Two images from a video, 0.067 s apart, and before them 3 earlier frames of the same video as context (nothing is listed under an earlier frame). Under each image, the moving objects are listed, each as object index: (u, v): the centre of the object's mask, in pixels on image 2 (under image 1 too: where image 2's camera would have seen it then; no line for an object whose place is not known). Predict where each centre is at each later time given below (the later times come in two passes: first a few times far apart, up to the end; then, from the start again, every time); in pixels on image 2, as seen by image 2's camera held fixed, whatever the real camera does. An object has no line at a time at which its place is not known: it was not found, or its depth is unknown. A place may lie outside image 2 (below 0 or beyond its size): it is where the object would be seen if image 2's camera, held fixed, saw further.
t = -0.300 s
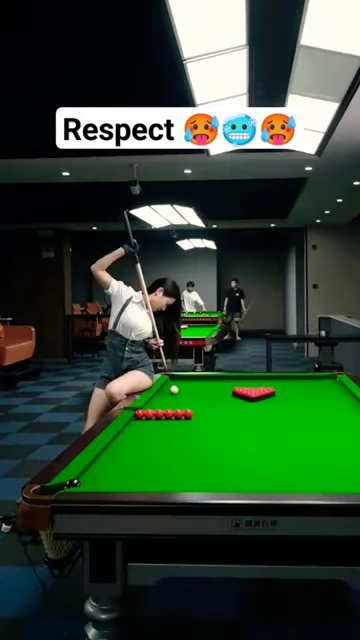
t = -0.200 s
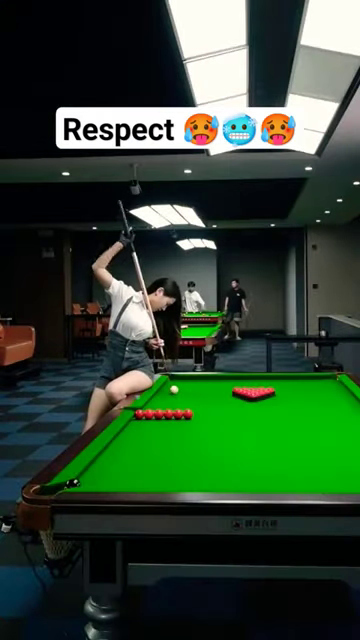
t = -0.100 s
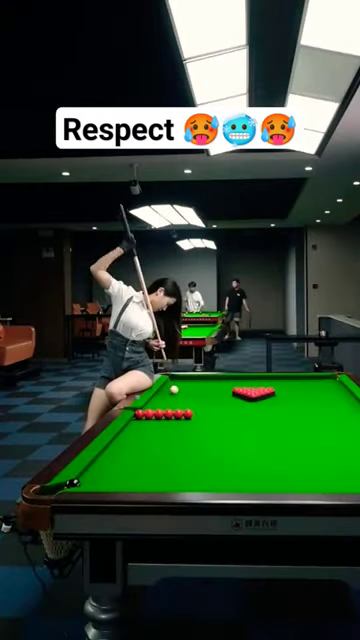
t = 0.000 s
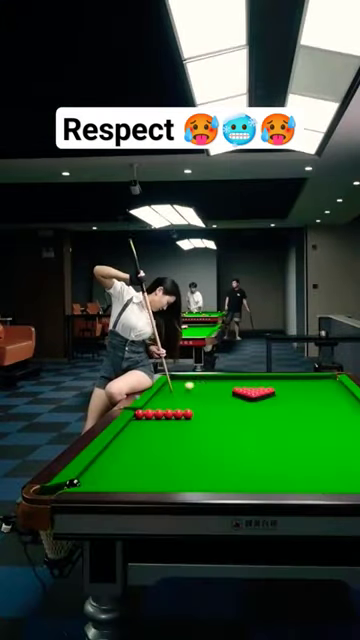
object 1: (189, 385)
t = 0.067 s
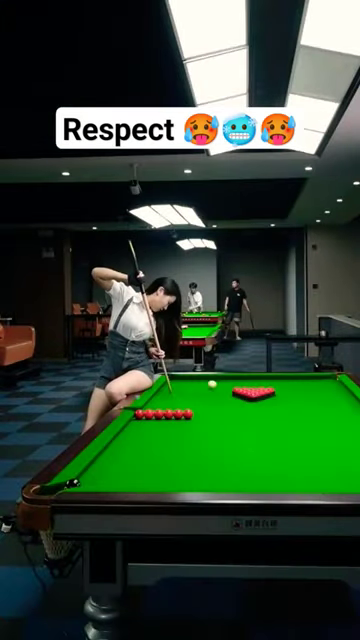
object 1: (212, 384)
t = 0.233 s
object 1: (256, 377)
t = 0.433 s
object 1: (283, 382)
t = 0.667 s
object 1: (301, 389)
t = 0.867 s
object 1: (304, 395)
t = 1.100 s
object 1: (294, 400)
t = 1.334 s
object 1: (283, 404)
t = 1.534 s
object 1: (272, 409)
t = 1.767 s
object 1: (260, 413)
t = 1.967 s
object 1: (249, 418)
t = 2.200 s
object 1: (235, 424)
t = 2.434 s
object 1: (221, 429)
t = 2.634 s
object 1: (207, 435)
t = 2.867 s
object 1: (192, 441)
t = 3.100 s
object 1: (175, 447)
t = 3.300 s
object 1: (161, 453)
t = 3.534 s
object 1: (144, 459)
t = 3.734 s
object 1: (128, 465)
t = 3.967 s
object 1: (110, 472)
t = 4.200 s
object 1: (92, 478)
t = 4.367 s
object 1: (84, 480)
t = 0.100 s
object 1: (222, 382)
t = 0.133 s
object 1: (231, 381)
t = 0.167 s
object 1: (240, 379)
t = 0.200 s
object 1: (248, 378)
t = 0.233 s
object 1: (256, 377)
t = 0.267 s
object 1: (262, 376)
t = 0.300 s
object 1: (267, 377)
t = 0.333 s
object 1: (271, 379)
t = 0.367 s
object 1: (275, 379)
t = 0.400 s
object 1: (280, 381)
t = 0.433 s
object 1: (283, 382)
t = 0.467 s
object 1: (287, 383)
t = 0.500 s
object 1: (290, 384)
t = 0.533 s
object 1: (293, 385)
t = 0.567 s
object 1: (295, 386)
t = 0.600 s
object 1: (297, 388)
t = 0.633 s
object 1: (299, 389)
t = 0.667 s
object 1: (301, 389)
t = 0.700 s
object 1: (303, 390)
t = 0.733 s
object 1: (303, 391)
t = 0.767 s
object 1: (304, 392)
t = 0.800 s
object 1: (304, 393)
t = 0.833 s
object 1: (304, 394)
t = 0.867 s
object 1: (304, 395)
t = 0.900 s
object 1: (303, 395)
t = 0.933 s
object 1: (302, 396)
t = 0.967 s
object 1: (300, 397)
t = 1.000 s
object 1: (299, 397)
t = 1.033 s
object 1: (297, 398)
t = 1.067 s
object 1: (296, 399)
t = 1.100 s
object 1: (294, 400)
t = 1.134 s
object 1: (292, 400)
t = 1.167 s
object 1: (291, 401)
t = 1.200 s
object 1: (289, 401)
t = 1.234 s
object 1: (288, 402)
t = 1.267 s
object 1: (286, 403)
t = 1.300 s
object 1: (285, 404)
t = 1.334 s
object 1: (283, 404)
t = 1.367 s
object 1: (281, 405)
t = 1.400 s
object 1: (279, 406)
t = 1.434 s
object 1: (278, 406)
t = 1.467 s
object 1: (276, 407)
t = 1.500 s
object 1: (274, 408)
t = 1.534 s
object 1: (272, 409)
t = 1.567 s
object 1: (271, 409)
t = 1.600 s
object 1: (269, 410)
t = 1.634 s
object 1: (267, 411)
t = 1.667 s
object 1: (265, 411)
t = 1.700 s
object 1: (264, 412)
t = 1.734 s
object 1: (262, 413)
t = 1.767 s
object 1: (260, 413)
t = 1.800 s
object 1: (258, 414)
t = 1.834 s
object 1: (257, 415)
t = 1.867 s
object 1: (255, 416)
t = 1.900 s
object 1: (253, 416)
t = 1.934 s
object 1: (251, 417)
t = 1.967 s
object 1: (249, 418)
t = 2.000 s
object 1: (247, 419)
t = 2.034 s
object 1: (245, 420)
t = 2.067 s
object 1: (243, 421)
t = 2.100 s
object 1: (241, 421)
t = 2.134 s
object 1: (239, 422)
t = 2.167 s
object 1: (237, 423)
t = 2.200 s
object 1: (235, 424)
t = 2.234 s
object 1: (233, 425)
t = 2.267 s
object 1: (231, 425)
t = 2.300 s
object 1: (229, 426)
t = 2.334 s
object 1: (227, 427)
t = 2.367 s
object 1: (225, 428)
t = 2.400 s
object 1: (223, 429)
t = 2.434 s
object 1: (221, 429)
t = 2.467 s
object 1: (218, 430)
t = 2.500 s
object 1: (216, 431)
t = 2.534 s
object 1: (214, 432)
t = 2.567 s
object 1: (212, 433)
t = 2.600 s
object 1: (210, 433)
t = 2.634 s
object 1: (207, 435)
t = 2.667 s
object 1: (205, 435)
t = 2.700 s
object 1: (203, 436)
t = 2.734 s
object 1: (201, 437)
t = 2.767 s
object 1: (199, 438)
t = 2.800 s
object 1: (196, 439)
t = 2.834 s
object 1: (194, 440)
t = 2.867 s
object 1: (192, 441)
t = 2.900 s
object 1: (190, 442)
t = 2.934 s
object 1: (187, 442)
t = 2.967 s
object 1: (185, 443)
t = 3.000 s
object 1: (182, 445)
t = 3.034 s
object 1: (180, 445)
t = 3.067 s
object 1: (178, 446)
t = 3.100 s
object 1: (175, 447)
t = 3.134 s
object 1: (173, 448)
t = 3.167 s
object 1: (171, 449)
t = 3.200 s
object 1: (168, 450)
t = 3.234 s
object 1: (166, 451)
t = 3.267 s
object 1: (164, 452)
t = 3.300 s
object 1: (161, 453)
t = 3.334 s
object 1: (159, 454)
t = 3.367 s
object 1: (156, 455)
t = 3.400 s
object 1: (154, 455)
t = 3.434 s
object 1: (152, 456)
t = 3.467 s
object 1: (149, 457)
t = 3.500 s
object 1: (146, 458)
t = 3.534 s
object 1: (144, 459)
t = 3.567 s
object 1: (141, 460)
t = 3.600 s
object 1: (139, 461)
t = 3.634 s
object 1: (136, 462)
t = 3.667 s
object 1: (134, 463)
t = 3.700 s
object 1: (131, 464)
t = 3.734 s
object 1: (128, 465)
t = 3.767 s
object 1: (126, 466)
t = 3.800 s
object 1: (123, 467)
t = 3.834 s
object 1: (121, 468)
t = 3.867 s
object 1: (118, 469)
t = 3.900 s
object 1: (116, 470)
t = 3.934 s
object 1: (113, 471)
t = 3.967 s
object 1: (110, 472)
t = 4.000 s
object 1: (108, 473)
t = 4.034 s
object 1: (105, 474)
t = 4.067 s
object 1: (103, 475)
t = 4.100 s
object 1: (100, 476)
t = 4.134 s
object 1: (97, 476)
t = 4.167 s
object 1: (94, 477)
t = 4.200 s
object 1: (92, 478)
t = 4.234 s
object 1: (89, 479)
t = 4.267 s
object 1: (86, 479)
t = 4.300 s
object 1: (85, 480)
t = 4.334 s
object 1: (84, 480)
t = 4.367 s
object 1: (84, 480)
